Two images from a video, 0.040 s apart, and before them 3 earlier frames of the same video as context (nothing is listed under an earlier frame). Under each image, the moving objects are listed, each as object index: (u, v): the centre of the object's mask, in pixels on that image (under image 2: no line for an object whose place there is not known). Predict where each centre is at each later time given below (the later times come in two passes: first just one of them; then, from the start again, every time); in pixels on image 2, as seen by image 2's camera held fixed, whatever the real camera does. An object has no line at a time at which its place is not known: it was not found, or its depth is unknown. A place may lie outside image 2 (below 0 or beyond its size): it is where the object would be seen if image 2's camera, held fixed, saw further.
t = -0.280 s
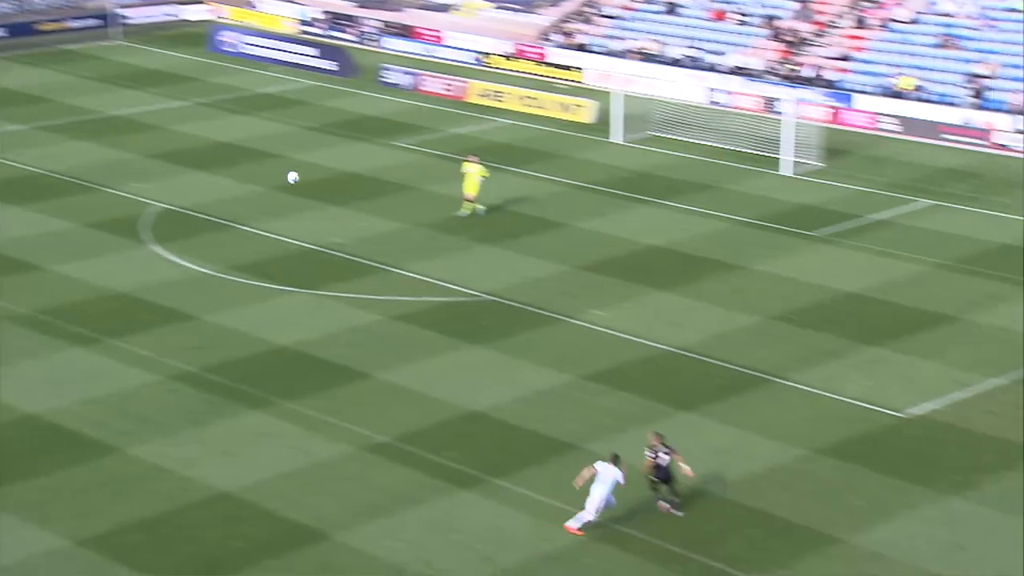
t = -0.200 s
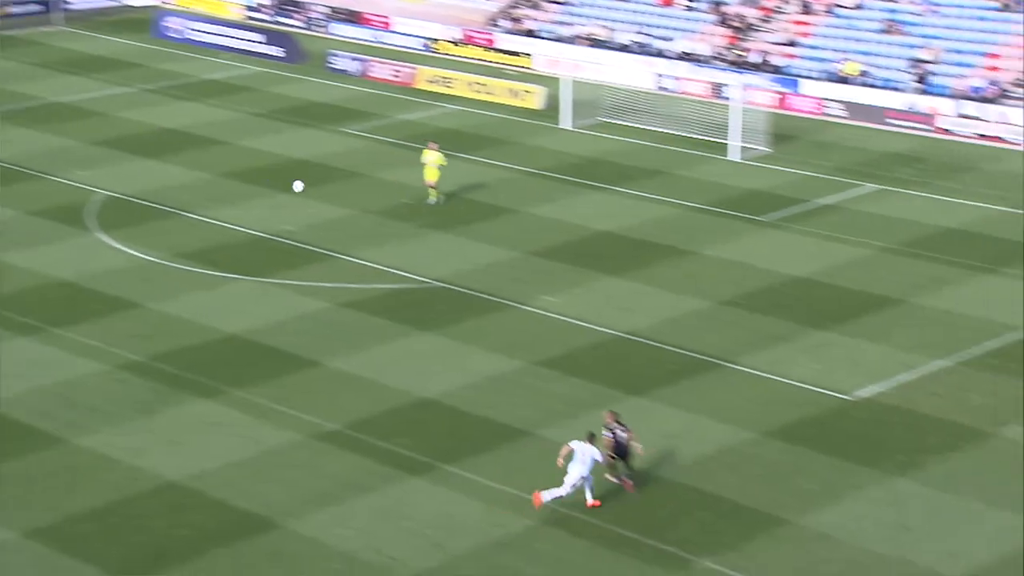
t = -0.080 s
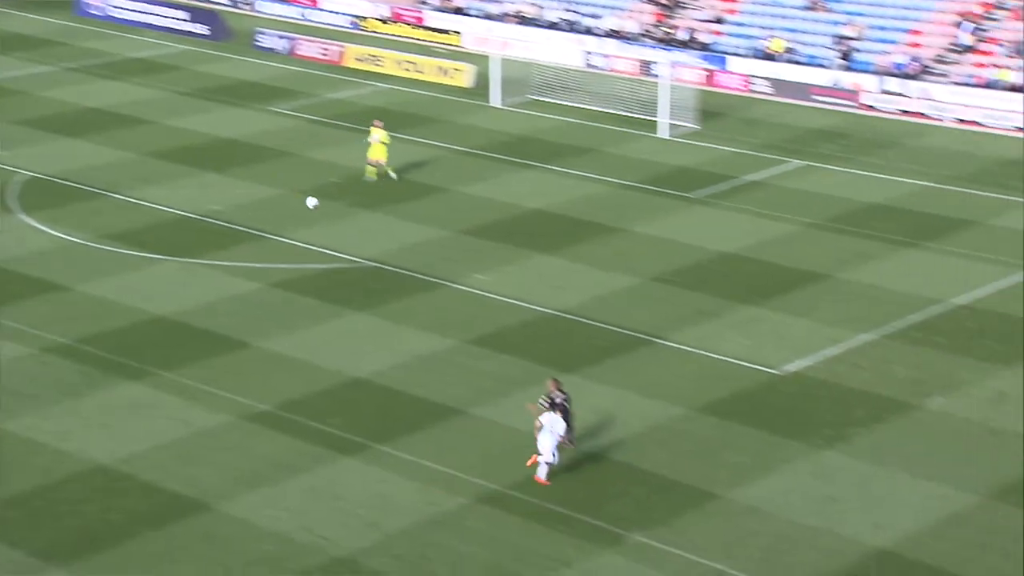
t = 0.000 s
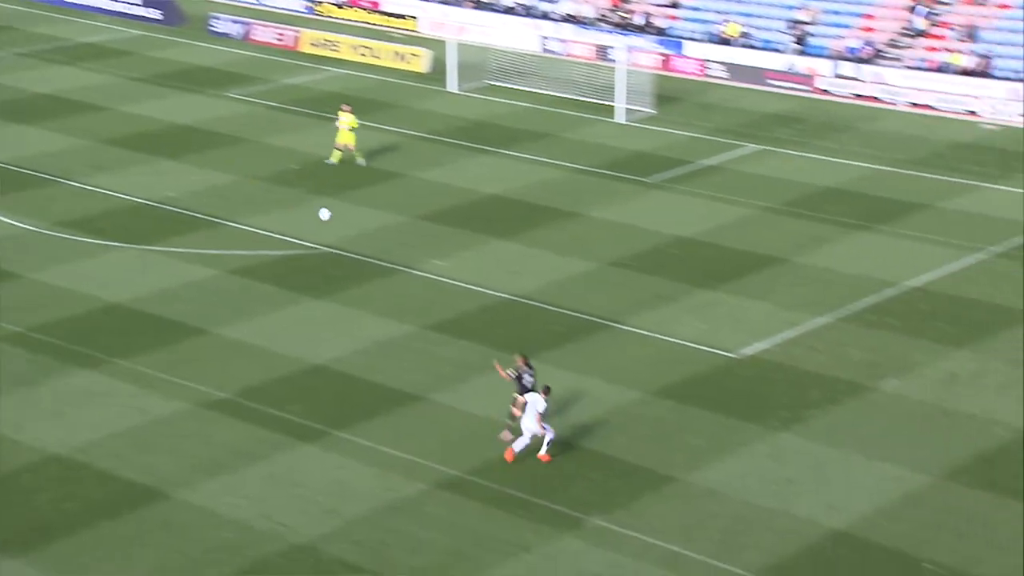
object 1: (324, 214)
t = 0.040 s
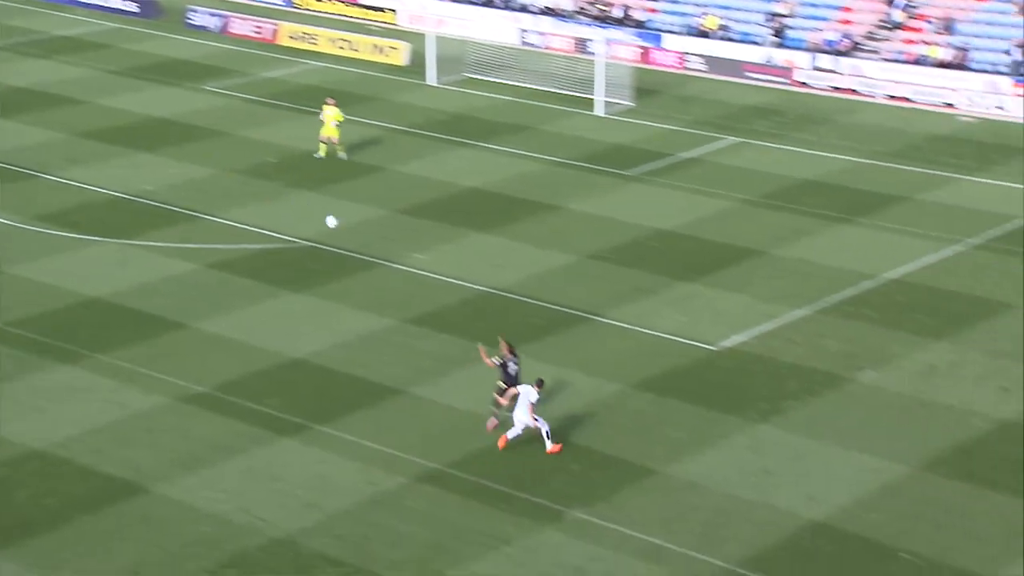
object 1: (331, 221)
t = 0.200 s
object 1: (440, 279)
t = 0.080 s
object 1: (359, 235)
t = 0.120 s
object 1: (387, 250)
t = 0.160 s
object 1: (414, 264)
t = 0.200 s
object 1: (440, 279)
